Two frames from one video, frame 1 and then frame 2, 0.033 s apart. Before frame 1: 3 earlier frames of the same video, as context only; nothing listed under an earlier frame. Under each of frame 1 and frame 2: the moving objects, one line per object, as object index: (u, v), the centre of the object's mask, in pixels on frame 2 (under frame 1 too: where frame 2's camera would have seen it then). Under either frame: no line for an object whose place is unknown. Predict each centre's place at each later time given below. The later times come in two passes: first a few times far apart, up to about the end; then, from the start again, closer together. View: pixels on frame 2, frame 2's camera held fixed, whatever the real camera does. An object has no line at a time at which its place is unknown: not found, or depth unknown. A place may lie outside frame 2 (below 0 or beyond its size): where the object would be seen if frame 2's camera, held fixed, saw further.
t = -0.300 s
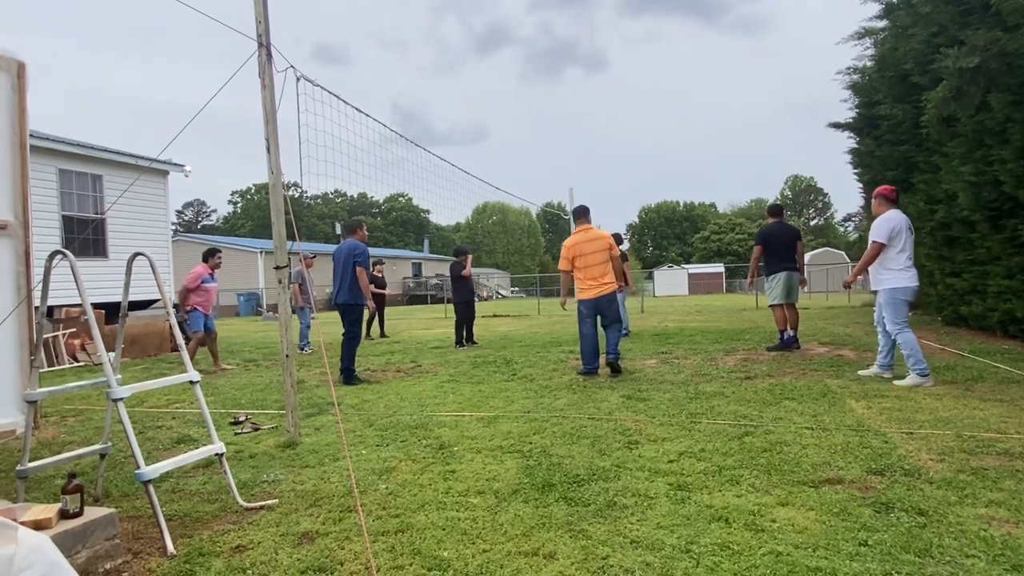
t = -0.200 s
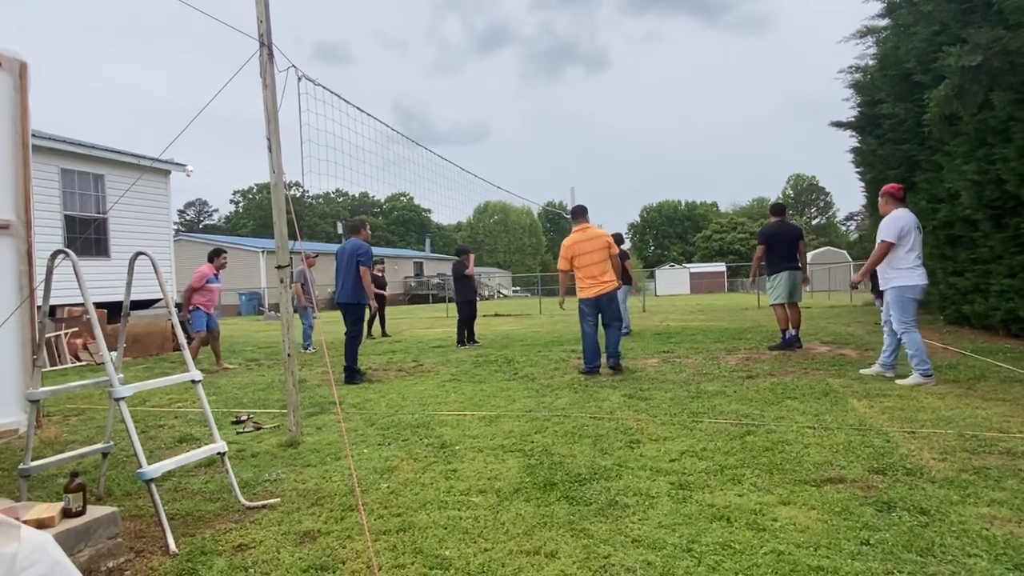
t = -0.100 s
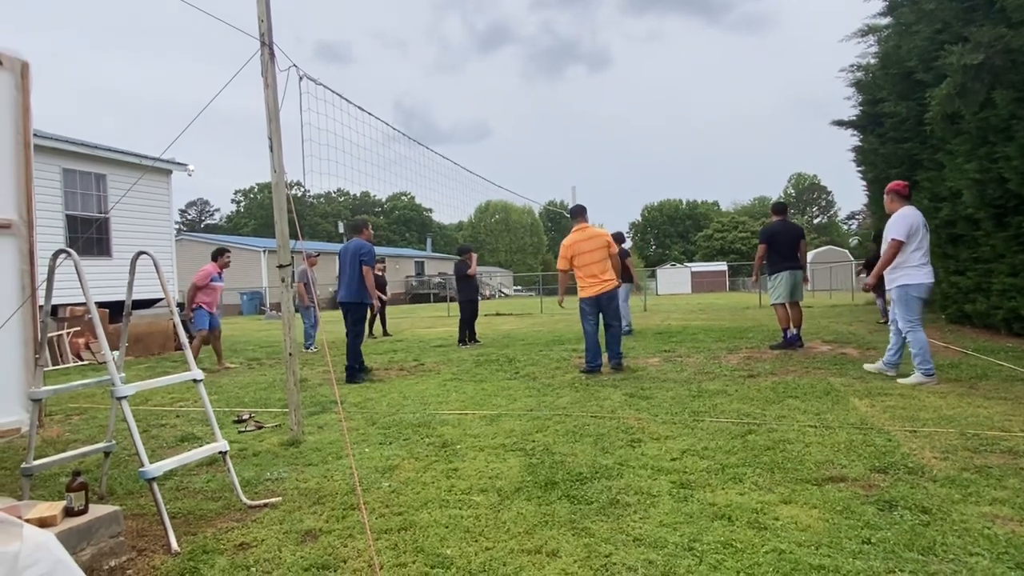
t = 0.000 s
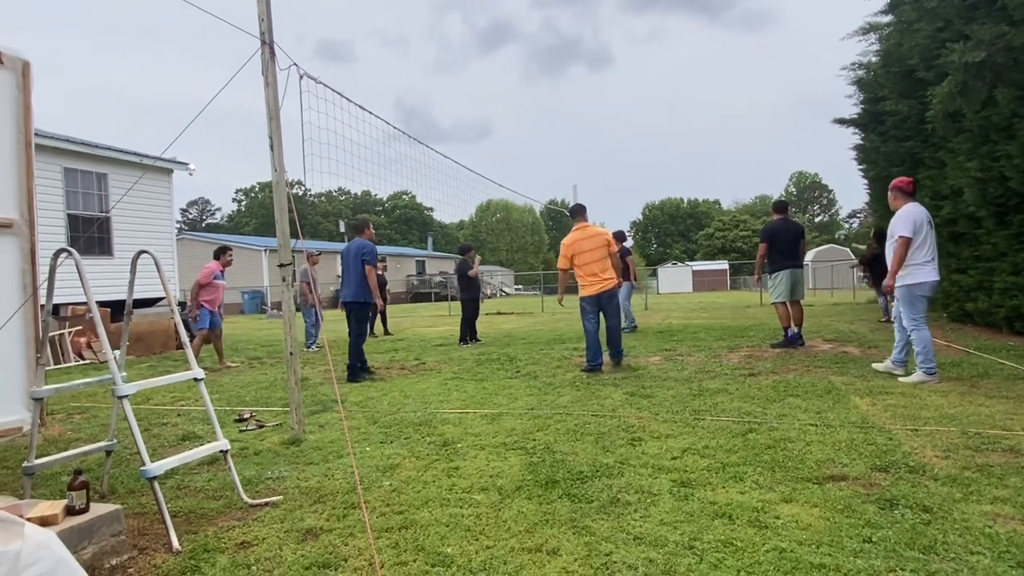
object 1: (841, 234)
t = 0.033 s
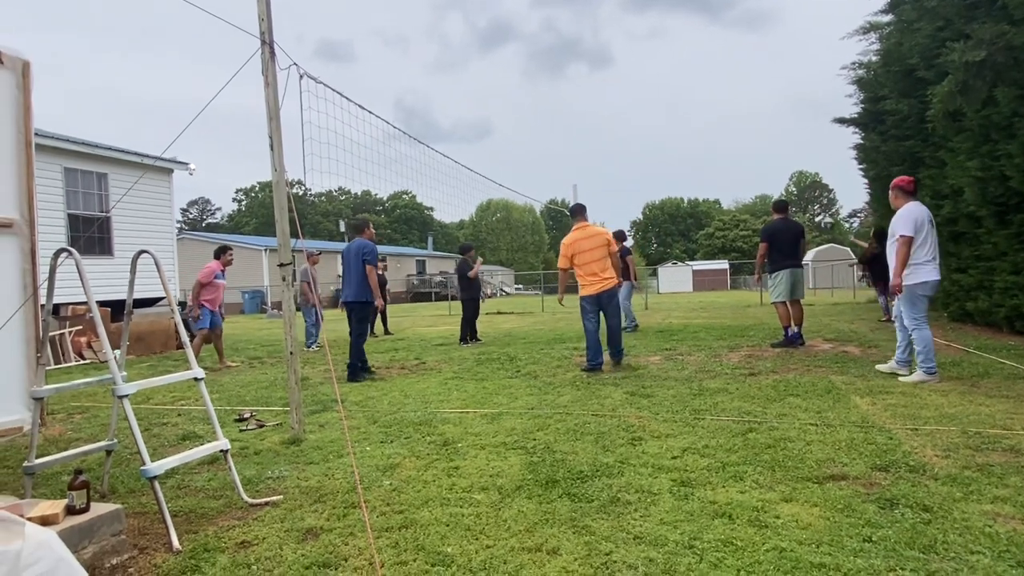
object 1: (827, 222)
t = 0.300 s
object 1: (718, 150)
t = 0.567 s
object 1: (617, 115)
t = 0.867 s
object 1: (505, 128)
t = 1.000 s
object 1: (457, 151)
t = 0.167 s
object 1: (772, 182)
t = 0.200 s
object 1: (758, 173)
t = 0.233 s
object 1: (745, 165)
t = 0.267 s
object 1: (732, 157)
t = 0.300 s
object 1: (718, 150)
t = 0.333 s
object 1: (705, 144)
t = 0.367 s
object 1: (693, 138)
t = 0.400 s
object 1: (680, 132)
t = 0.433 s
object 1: (667, 128)
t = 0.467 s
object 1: (654, 123)
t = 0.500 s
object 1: (642, 120)
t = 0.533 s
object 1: (629, 117)
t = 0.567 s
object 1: (617, 115)
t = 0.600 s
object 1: (604, 114)
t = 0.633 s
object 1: (592, 113)
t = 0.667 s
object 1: (579, 113)
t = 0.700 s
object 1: (567, 114)
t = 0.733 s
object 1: (554, 115)
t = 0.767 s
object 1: (542, 118)
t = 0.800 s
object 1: (530, 121)
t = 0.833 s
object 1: (518, 124)
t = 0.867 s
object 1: (505, 128)
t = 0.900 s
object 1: (493, 133)
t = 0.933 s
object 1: (481, 139)
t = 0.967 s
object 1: (469, 144)
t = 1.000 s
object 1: (457, 151)
